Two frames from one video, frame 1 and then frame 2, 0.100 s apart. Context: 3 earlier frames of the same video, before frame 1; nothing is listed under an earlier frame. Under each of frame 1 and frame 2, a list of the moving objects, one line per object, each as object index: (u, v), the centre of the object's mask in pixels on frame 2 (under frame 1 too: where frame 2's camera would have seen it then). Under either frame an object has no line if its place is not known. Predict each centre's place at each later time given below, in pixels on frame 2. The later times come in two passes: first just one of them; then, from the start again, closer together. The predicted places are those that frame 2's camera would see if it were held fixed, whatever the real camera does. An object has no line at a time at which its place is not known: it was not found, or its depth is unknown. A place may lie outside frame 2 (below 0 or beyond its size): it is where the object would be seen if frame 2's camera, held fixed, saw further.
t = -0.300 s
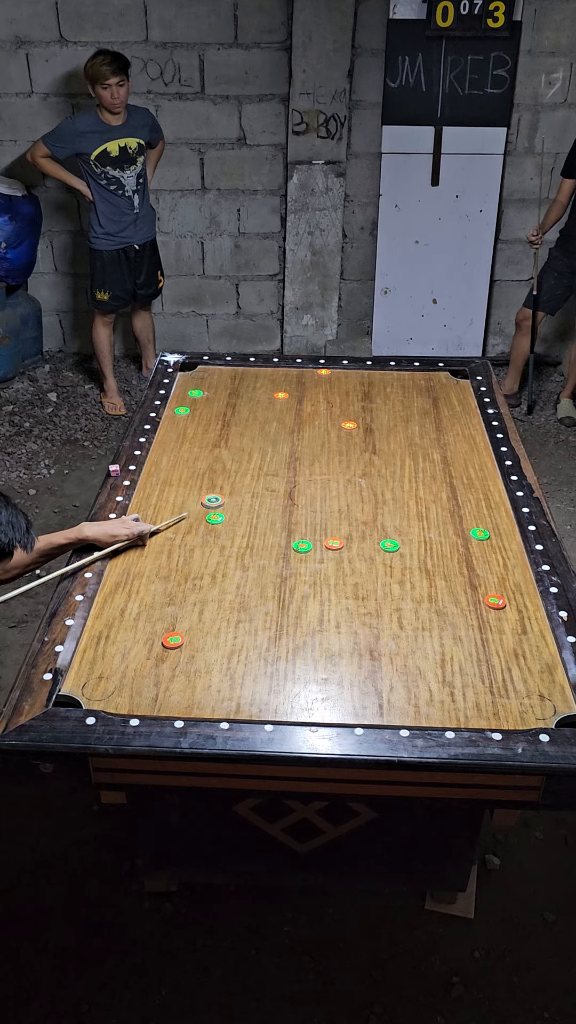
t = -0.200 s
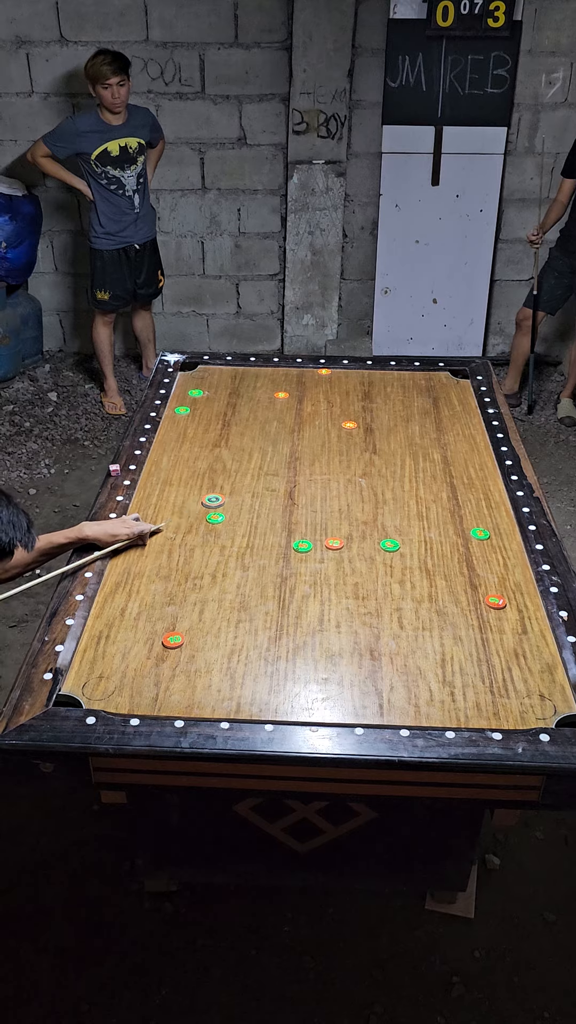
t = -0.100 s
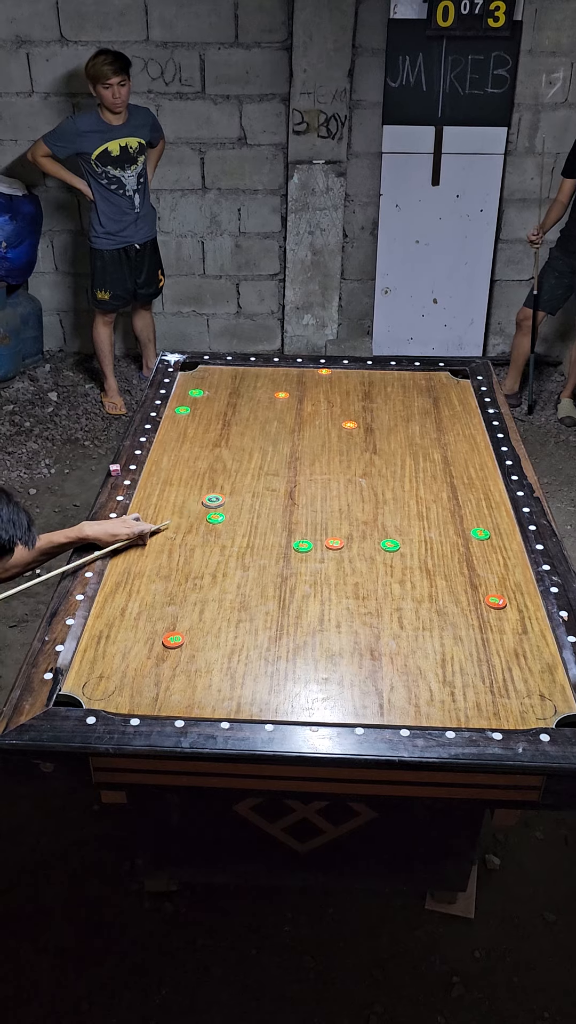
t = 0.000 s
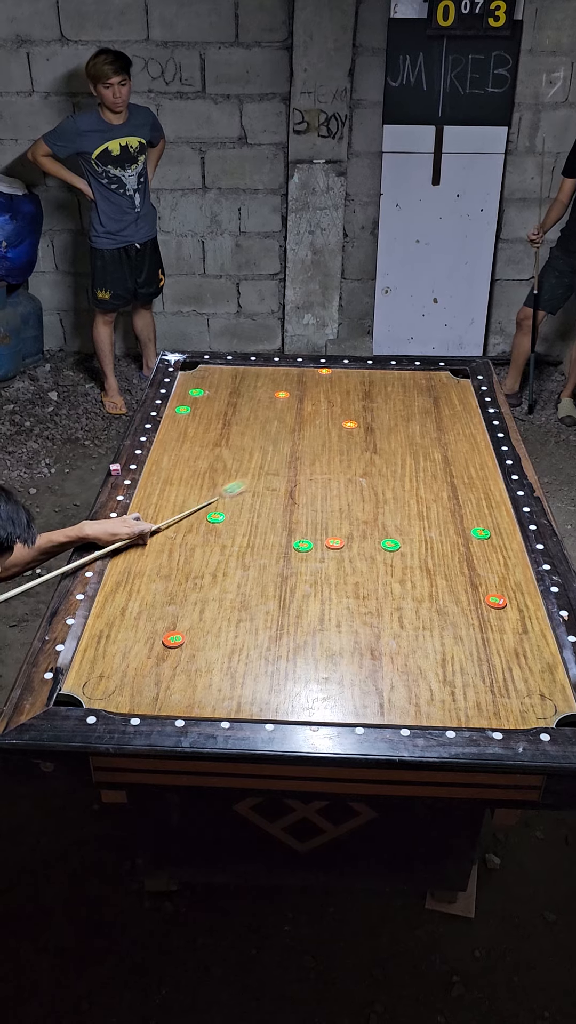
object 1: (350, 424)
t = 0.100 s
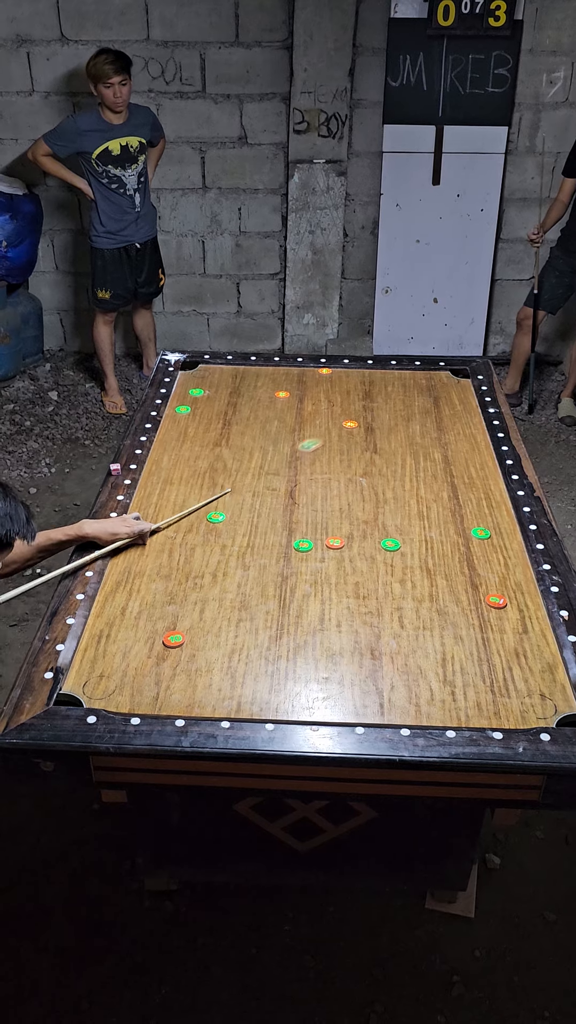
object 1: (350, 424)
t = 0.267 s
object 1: (454, 375)
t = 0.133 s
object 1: (350, 424)
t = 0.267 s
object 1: (454, 375)
